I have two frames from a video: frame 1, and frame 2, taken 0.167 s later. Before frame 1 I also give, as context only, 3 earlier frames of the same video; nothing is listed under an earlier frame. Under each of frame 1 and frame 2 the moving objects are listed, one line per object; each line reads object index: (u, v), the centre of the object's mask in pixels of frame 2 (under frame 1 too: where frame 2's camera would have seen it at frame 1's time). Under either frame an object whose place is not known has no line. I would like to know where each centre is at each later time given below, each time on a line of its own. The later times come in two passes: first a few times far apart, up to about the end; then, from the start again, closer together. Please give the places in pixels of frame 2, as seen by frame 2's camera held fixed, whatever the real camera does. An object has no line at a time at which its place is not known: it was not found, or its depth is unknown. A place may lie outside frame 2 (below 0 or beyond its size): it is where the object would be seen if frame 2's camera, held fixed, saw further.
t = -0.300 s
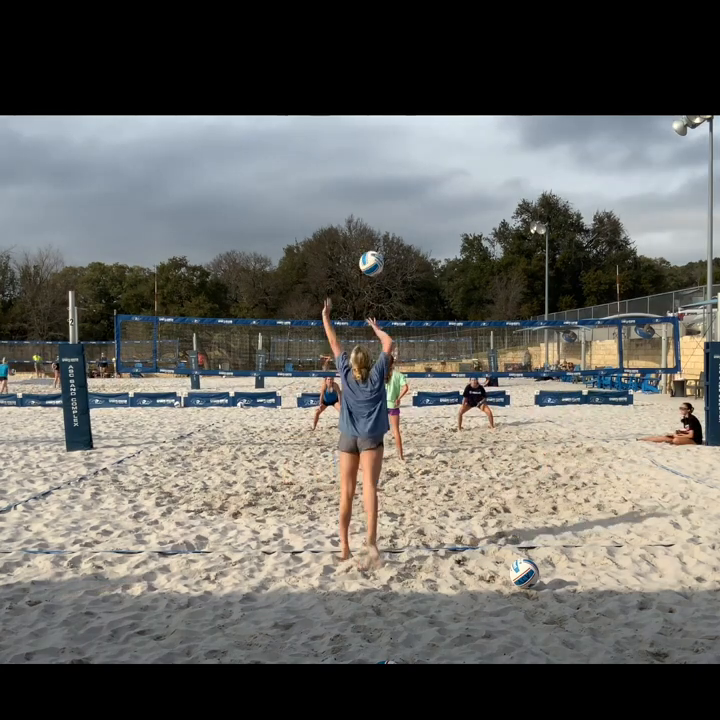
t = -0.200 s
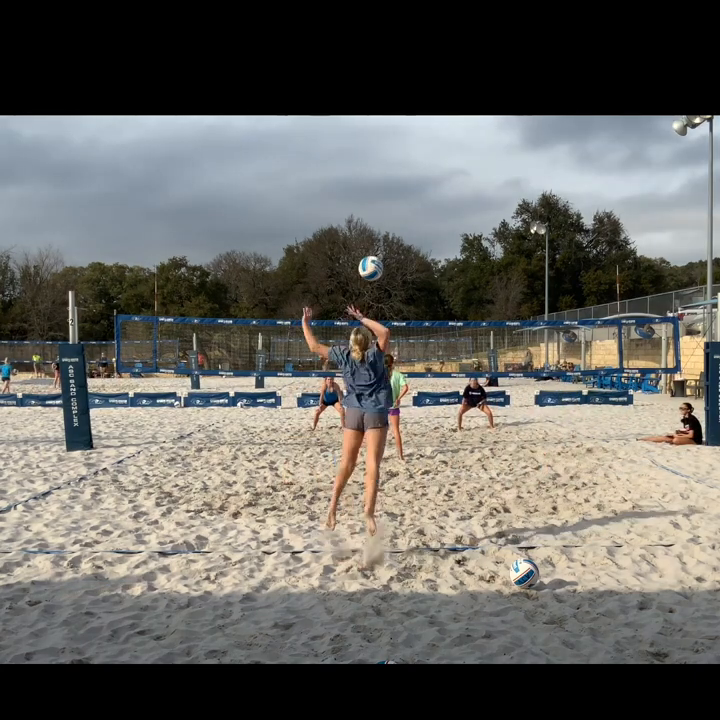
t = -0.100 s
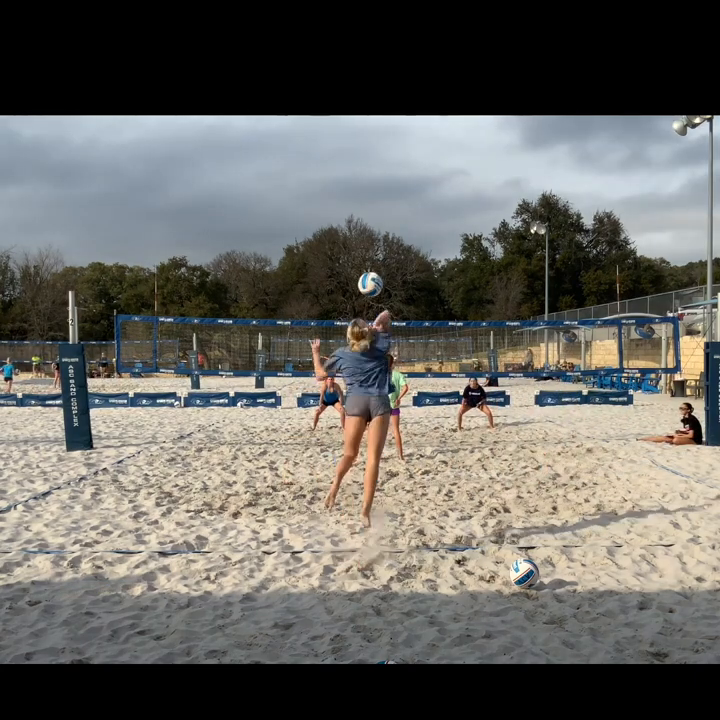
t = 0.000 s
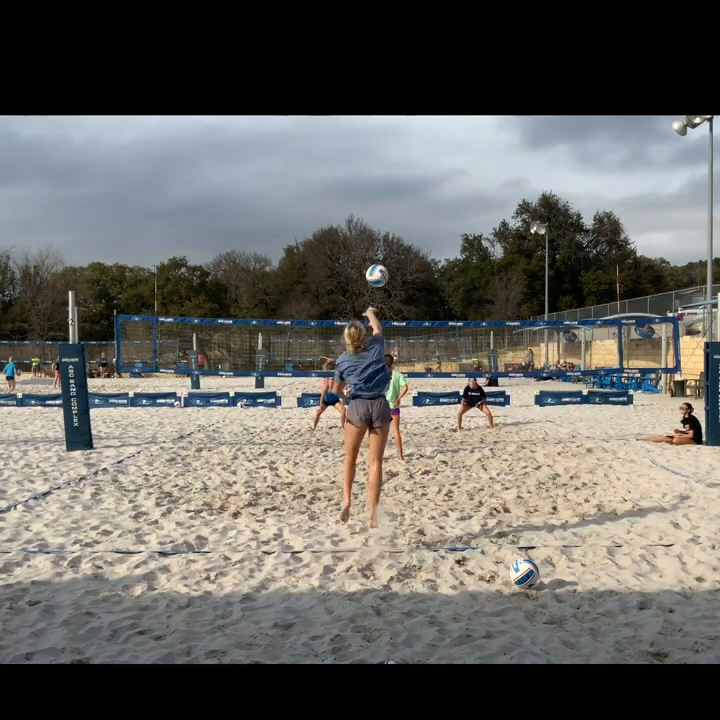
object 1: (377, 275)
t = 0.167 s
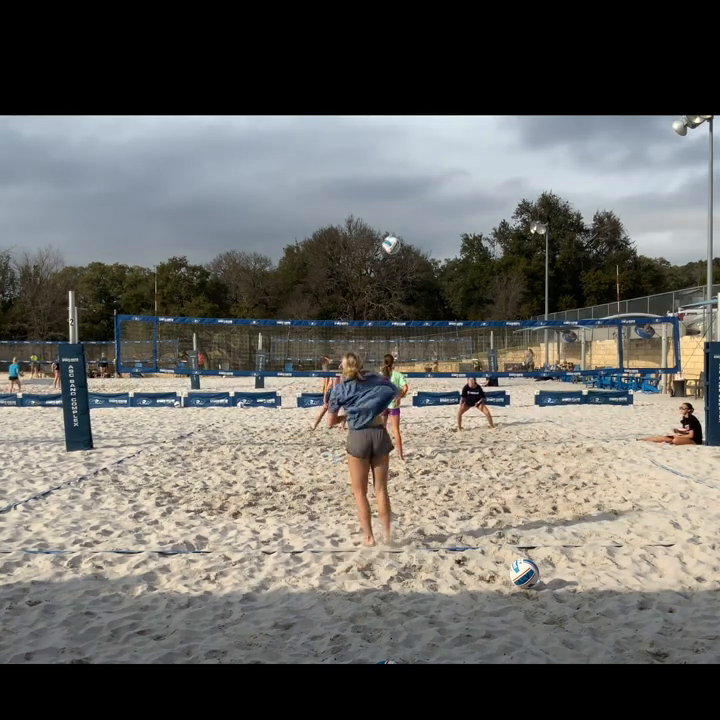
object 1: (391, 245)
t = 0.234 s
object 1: (395, 240)
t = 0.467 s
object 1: (408, 245)
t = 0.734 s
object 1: (418, 282)
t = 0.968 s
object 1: (422, 330)
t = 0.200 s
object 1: (393, 242)
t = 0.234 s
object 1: (395, 240)
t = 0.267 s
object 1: (397, 238)
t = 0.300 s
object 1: (399, 237)
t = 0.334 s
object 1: (401, 238)
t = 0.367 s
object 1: (403, 239)
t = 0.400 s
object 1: (405, 240)
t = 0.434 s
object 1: (406, 241)
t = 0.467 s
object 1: (408, 245)
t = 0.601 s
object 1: (414, 260)
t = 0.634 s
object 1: (416, 266)
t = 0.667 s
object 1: (417, 271)
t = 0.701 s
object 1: (418, 276)
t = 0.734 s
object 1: (418, 282)
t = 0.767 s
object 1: (419, 287)
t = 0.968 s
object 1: (422, 330)
